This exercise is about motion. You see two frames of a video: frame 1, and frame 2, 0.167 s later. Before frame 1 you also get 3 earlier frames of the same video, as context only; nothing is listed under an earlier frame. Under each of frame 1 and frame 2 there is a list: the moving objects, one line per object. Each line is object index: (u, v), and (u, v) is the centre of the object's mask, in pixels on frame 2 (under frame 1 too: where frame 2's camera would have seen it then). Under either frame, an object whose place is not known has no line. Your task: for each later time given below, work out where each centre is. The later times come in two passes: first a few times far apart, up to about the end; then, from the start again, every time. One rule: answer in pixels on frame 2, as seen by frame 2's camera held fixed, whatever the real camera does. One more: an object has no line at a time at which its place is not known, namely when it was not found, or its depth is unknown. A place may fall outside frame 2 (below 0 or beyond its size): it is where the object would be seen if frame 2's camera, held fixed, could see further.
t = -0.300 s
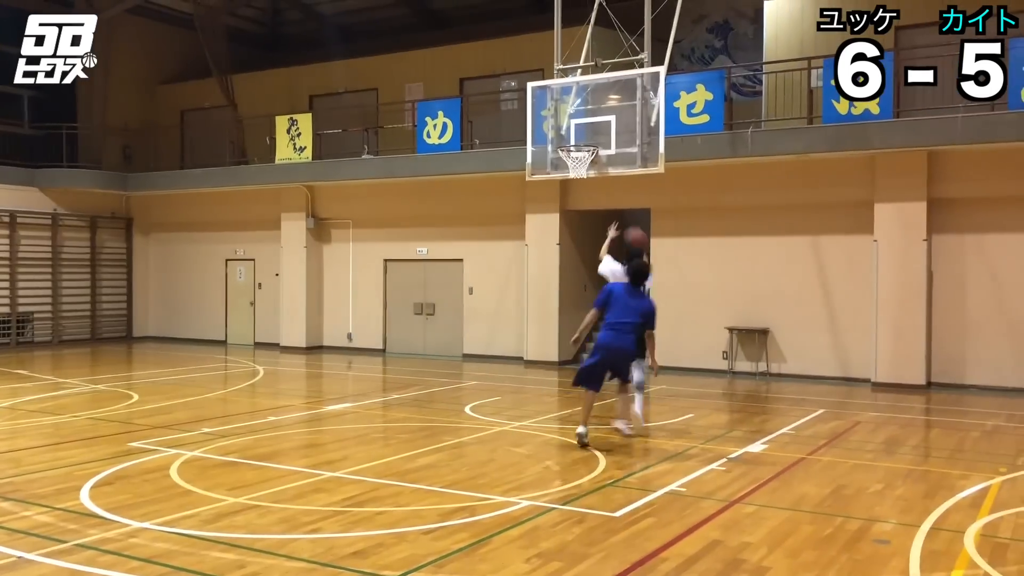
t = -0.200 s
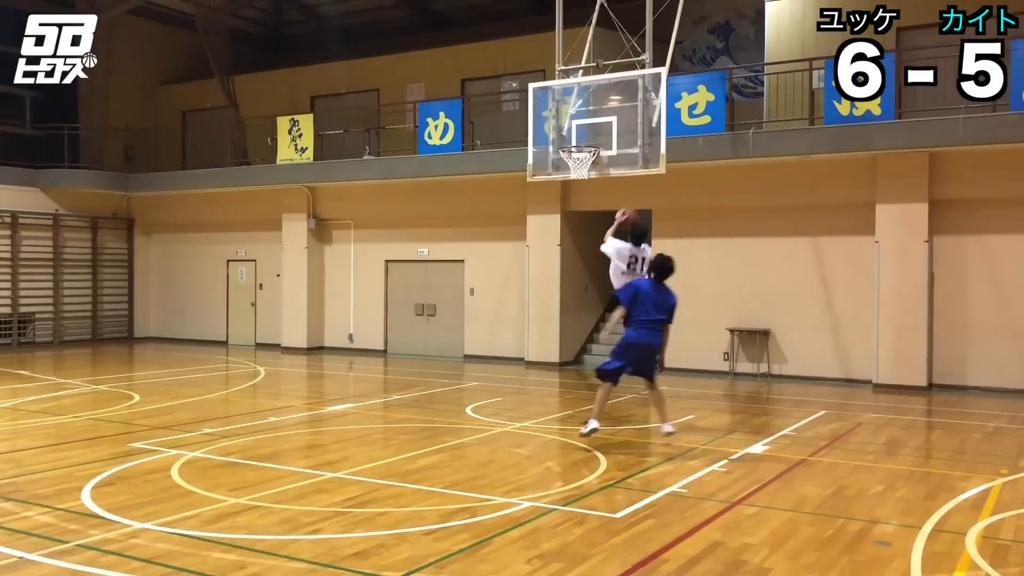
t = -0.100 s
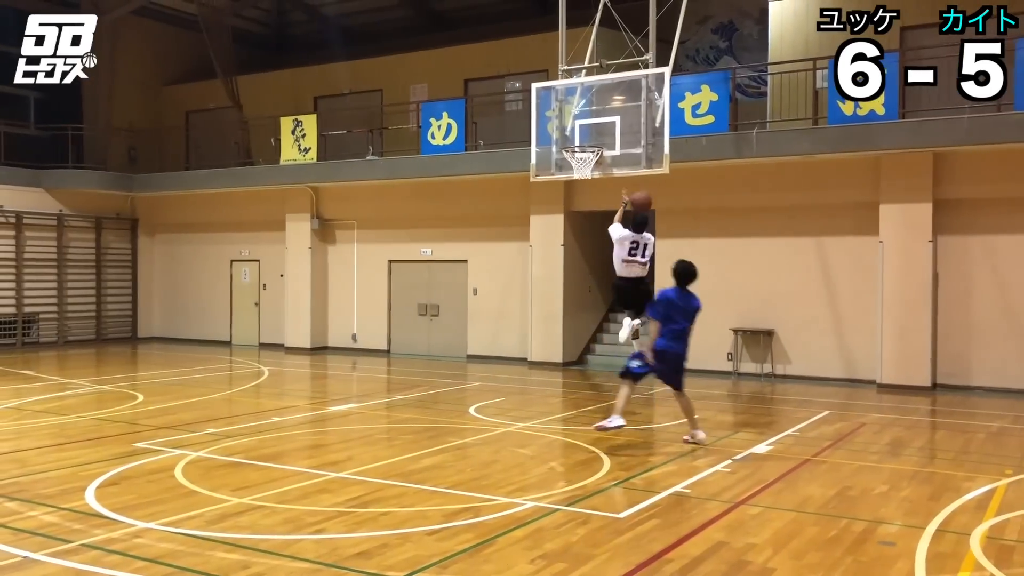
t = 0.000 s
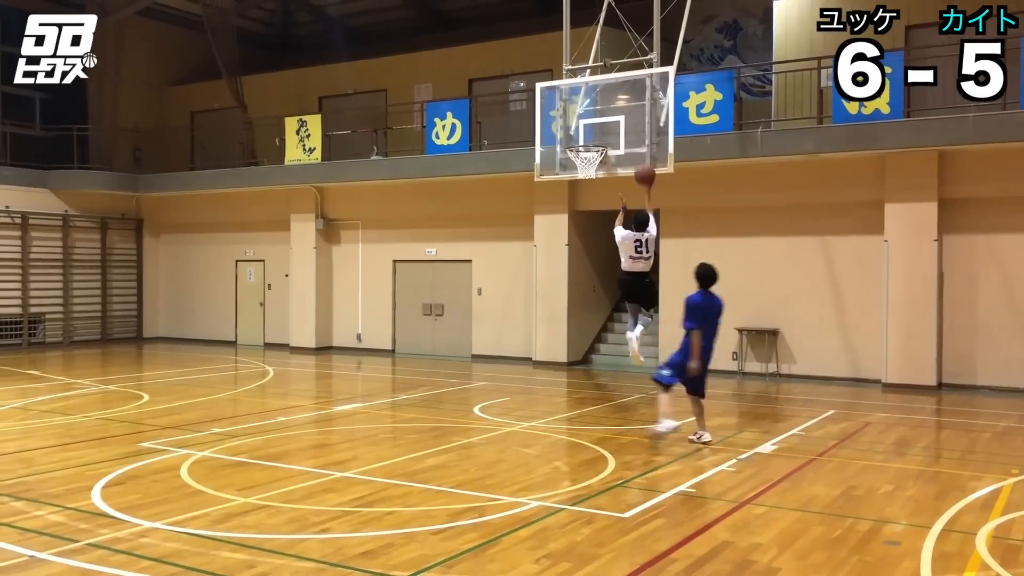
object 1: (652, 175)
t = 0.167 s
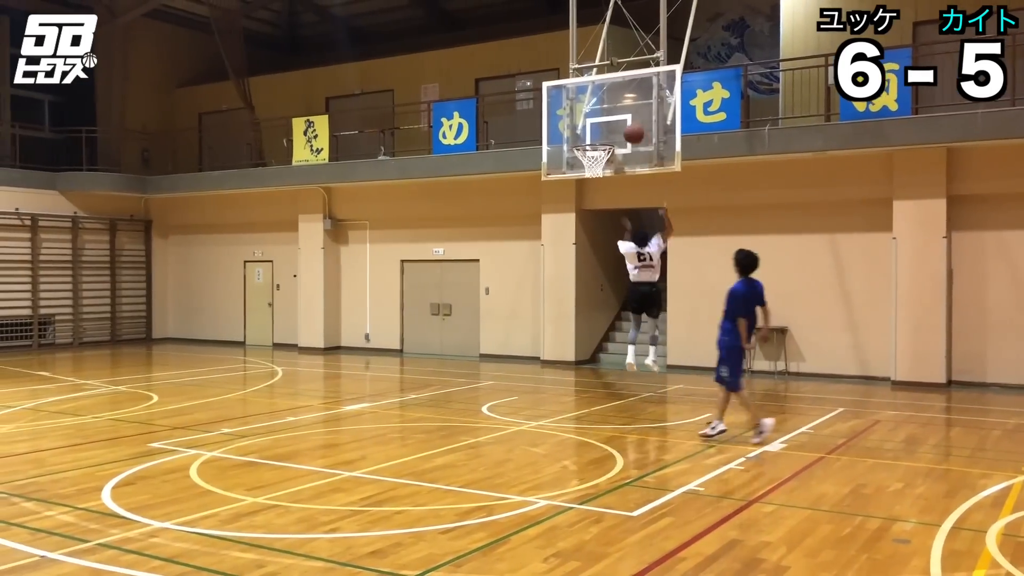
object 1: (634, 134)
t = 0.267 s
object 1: (622, 124)
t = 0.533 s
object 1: (585, 141)
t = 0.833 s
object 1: (604, 163)
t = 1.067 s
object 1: (598, 191)
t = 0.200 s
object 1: (630, 129)
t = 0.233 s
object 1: (626, 126)
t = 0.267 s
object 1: (622, 124)
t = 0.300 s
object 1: (617, 123)
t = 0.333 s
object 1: (613, 123)
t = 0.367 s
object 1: (608, 124)
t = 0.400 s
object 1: (603, 126)
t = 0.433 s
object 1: (599, 129)
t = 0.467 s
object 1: (595, 133)
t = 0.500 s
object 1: (590, 137)
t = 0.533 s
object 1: (585, 141)
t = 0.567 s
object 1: (584, 147)
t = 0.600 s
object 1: (589, 151)
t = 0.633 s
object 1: (593, 156)
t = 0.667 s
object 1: (597, 159)
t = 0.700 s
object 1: (601, 164)
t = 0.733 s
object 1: (603, 162)
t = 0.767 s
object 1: (604, 163)
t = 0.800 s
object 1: (604, 164)
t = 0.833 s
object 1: (604, 163)
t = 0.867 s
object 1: (603, 164)
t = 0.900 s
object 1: (602, 166)
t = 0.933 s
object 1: (602, 169)
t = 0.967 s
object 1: (601, 173)
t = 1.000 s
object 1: (600, 178)
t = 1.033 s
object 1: (599, 185)
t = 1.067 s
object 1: (598, 191)
